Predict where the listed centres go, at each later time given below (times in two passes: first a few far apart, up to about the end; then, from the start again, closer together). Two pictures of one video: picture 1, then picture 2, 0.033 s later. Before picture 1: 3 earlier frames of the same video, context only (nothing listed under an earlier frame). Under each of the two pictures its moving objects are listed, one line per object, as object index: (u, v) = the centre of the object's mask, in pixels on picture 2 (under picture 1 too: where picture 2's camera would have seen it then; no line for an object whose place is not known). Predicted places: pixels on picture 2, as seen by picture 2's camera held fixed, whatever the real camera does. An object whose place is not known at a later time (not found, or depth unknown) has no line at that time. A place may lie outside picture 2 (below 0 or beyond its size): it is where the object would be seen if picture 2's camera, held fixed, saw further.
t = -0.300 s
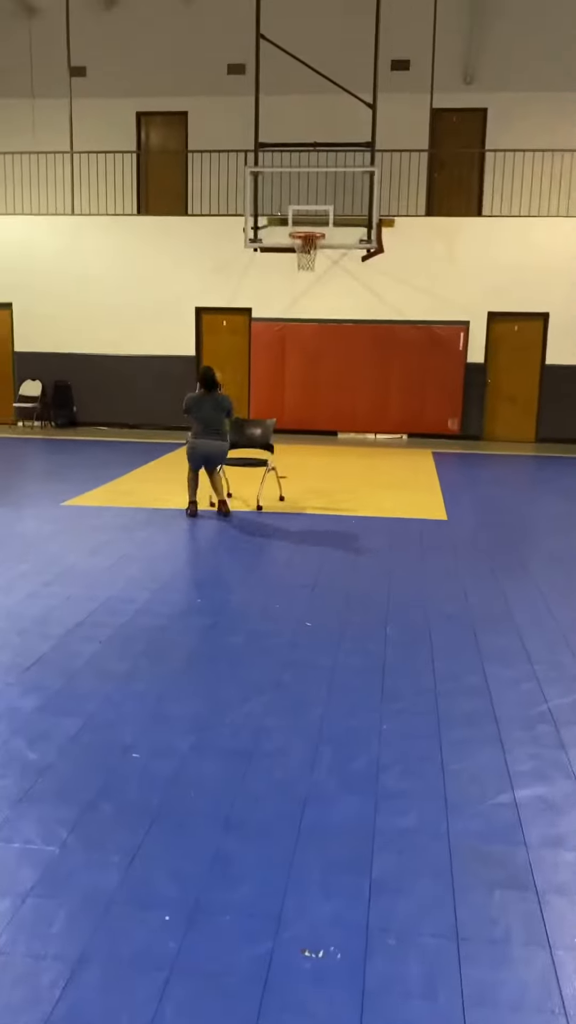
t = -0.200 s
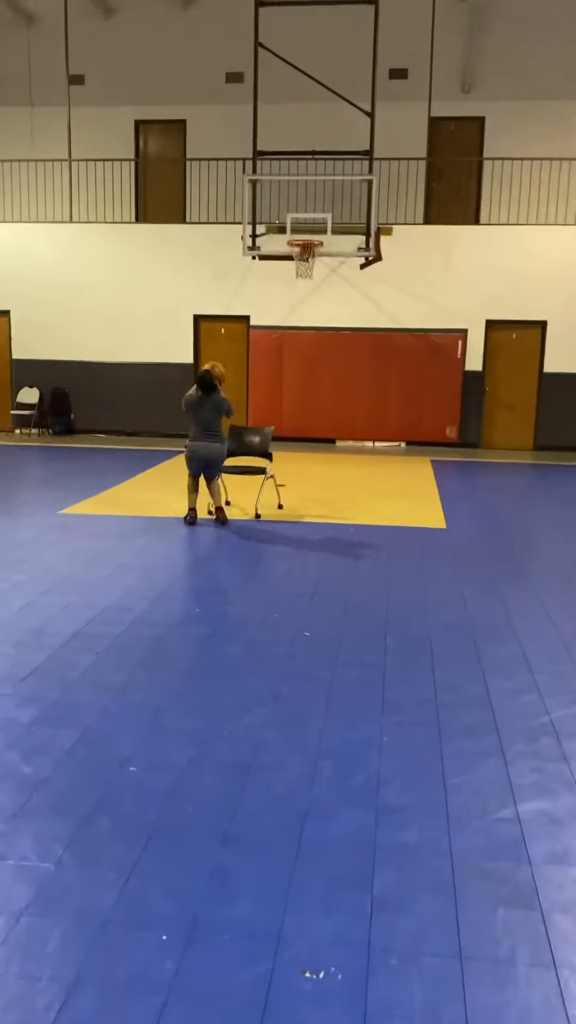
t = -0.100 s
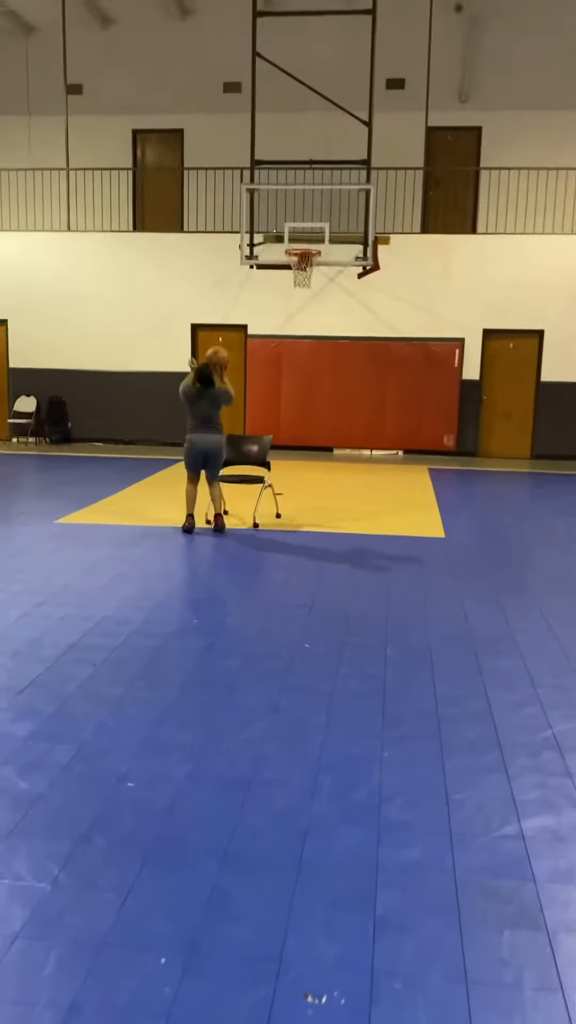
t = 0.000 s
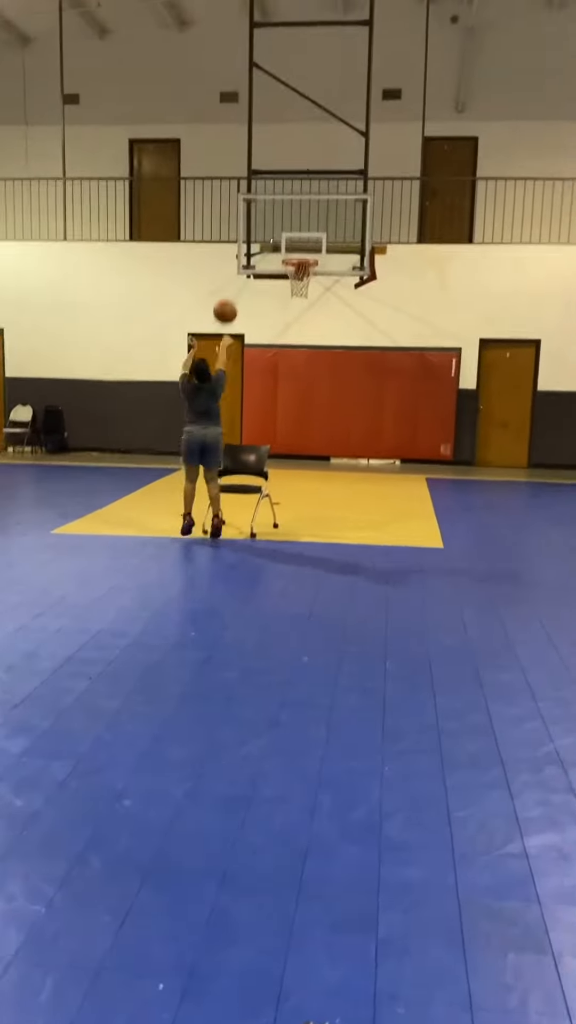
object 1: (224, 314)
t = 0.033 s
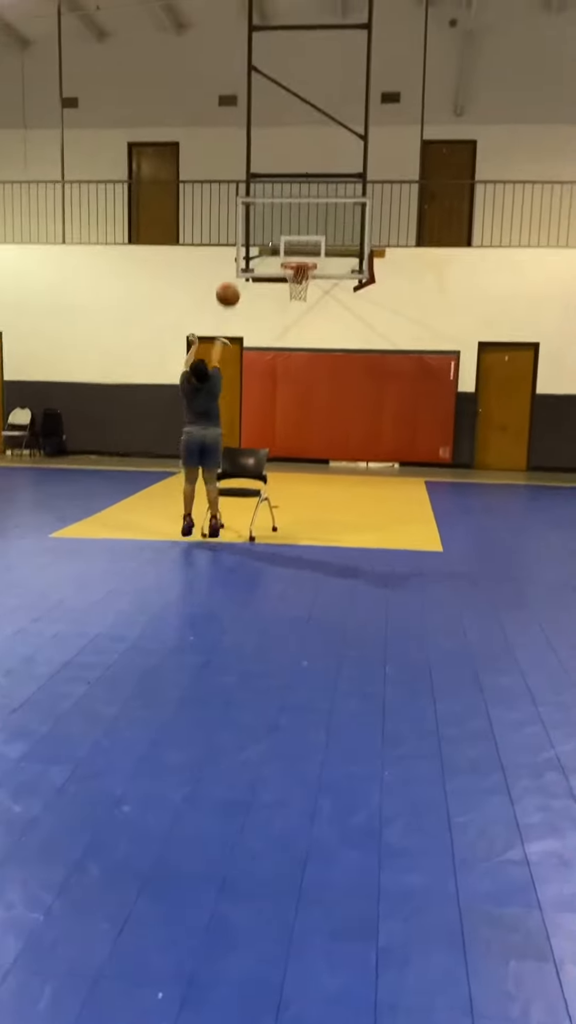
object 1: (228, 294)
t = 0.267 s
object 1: (252, 198)
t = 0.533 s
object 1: (273, 165)
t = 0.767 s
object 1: (289, 190)
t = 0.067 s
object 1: (231, 276)
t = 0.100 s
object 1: (236, 260)
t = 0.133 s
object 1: (239, 245)
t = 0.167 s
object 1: (243, 232)
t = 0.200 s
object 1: (246, 219)
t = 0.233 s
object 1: (249, 208)
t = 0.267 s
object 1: (252, 198)
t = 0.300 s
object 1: (255, 189)
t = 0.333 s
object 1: (258, 182)
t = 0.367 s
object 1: (261, 176)
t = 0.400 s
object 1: (264, 172)
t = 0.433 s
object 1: (265, 169)
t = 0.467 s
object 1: (268, 166)
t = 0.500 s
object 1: (271, 165)
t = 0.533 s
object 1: (273, 165)
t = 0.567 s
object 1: (276, 166)
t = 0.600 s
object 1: (278, 167)
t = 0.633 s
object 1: (280, 170)
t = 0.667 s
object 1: (282, 173)
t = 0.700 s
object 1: (284, 178)
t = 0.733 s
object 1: (287, 184)
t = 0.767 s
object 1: (289, 190)
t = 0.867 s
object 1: (293, 213)
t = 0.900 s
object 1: (294, 223)
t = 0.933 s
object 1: (296, 234)
